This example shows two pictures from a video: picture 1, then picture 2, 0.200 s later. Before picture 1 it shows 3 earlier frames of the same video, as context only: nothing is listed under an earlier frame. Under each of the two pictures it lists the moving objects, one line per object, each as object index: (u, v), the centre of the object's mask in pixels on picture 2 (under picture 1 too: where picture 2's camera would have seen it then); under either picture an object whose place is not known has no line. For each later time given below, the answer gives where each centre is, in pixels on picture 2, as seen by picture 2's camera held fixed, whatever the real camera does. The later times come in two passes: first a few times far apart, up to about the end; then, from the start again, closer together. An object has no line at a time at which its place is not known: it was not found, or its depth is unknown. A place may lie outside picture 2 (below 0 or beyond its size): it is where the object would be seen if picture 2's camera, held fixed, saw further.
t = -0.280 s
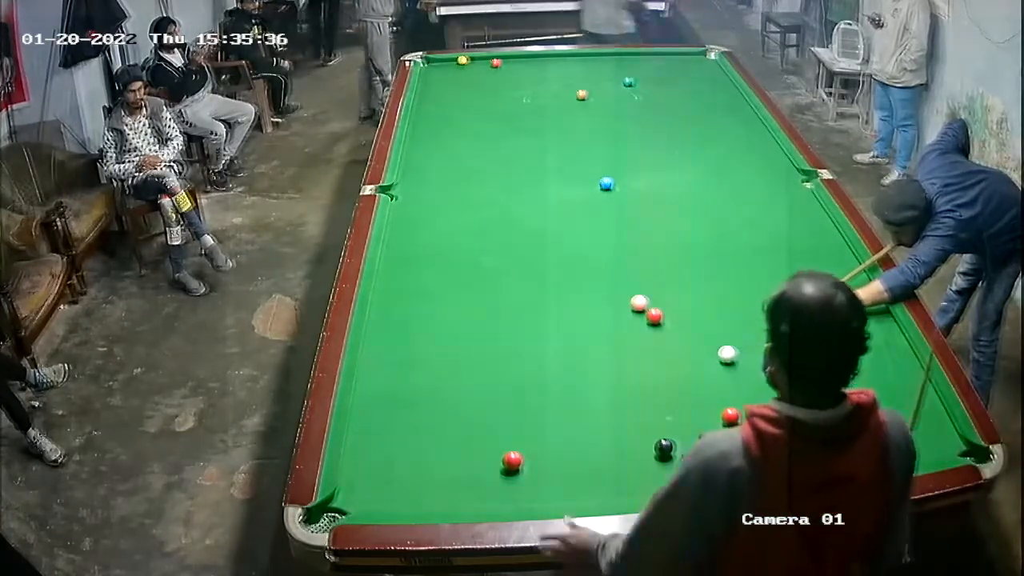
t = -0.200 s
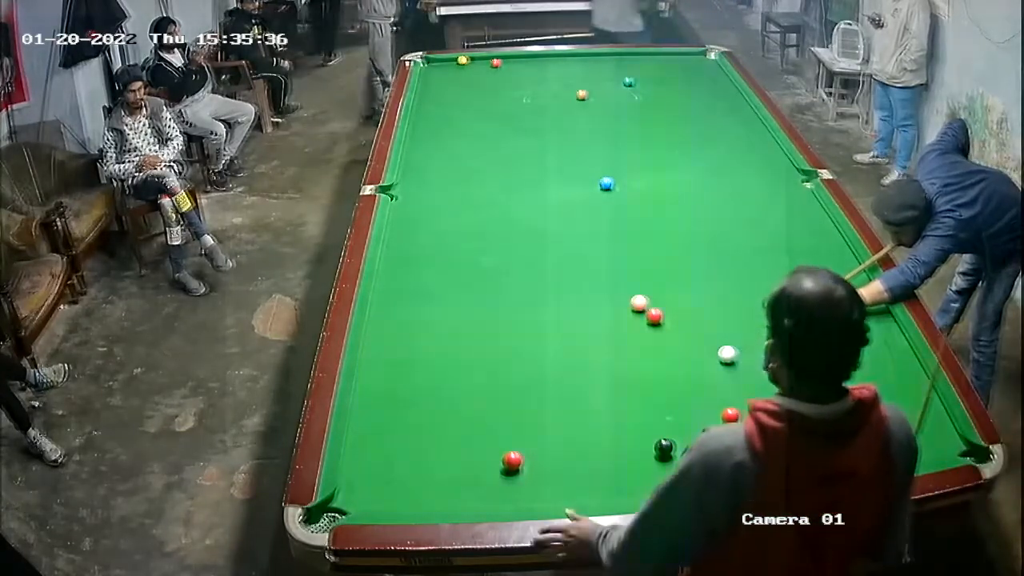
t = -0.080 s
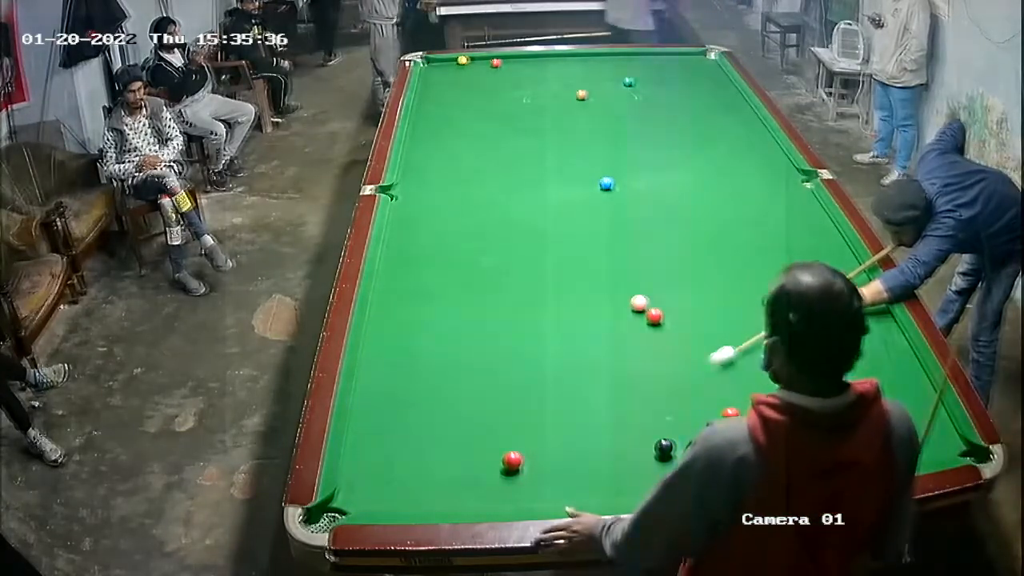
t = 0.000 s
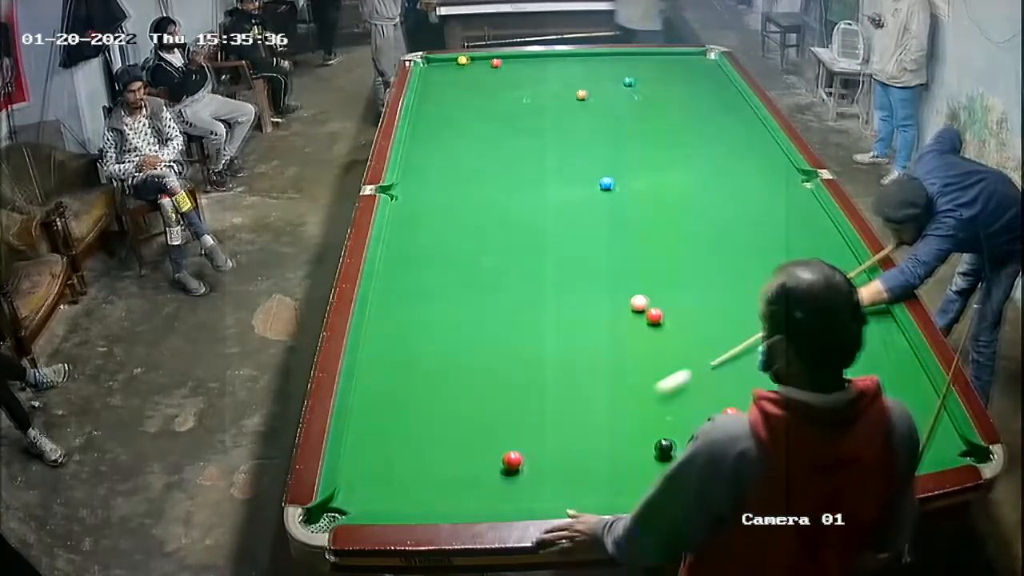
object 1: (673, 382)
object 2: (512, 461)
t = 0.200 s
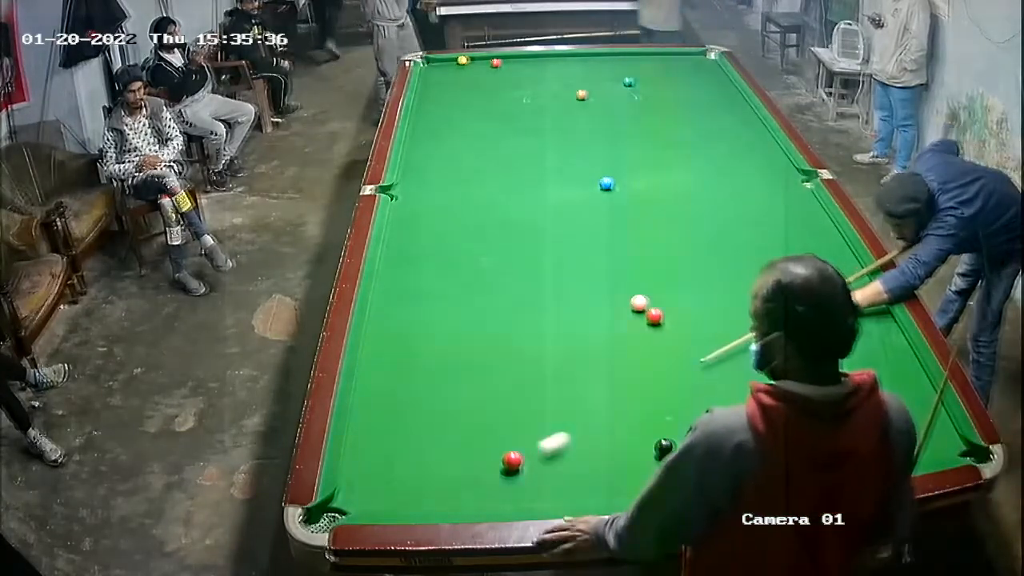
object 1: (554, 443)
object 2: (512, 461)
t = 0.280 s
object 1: (532, 459)
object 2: (496, 464)
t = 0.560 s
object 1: (511, 494)
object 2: (391, 492)
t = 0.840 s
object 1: (495, 484)
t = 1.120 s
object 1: (484, 465)
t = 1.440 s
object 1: (471, 447)
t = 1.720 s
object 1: (462, 434)
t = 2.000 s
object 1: (455, 425)
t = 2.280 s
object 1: (449, 417)
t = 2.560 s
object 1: (445, 412)
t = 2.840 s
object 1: (443, 409)
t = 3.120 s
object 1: (443, 409)
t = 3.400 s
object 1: (443, 409)
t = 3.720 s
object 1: (443, 409)
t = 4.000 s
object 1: (443, 409)
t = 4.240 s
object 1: (443, 409)
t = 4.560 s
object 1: (443, 409)
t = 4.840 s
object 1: (443, 409)
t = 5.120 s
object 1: (443, 409)
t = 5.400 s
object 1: (443, 409)
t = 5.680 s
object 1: (443, 408)
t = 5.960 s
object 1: (443, 409)
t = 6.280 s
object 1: (443, 408)
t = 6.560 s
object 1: (443, 409)
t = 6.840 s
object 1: (443, 409)
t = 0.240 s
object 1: (536, 453)
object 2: (512, 461)
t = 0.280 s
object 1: (532, 459)
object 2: (496, 464)
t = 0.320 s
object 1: (531, 464)
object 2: (478, 470)
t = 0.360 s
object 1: (528, 469)
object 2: (462, 474)
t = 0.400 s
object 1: (524, 474)
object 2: (448, 477)
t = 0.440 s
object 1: (521, 479)
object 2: (434, 481)
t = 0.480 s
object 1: (518, 484)
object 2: (420, 485)
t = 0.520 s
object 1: (514, 489)
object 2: (406, 488)
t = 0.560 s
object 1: (511, 494)
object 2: (391, 492)
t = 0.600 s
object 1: (508, 497)
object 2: (378, 494)
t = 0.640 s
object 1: (505, 498)
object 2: (364, 497)
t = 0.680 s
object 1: (503, 496)
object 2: (349, 501)
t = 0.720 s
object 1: (501, 493)
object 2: (335, 506)
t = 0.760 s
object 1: (498, 490)
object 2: (328, 514)
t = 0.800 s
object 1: (497, 487)
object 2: (325, 526)
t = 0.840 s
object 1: (495, 484)
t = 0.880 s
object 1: (493, 481)
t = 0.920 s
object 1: (492, 478)
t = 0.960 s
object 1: (490, 475)
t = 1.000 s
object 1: (488, 472)
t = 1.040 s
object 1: (487, 470)
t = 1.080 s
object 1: (485, 467)
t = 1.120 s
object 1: (484, 465)
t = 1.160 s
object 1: (482, 462)
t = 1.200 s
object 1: (480, 460)
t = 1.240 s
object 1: (479, 457)
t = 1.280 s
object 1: (477, 455)
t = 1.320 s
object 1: (476, 453)
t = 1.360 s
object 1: (474, 451)
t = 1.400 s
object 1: (473, 449)
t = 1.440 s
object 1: (471, 447)
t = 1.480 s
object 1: (470, 444)
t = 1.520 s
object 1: (468, 443)
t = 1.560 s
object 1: (467, 441)
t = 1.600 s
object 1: (466, 439)
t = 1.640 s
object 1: (464, 437)
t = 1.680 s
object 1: (463, 436)
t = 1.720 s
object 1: (462, 434)
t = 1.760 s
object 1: (461, 433)
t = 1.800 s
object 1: (460, 431)
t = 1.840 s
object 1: (459, 430)
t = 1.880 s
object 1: (458, 428)
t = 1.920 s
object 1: (457, 427)
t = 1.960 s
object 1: (455, 426)
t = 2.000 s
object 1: (455, 425)
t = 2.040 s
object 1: (454, 424)
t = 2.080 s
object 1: (453, 423)
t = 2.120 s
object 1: (452, 421)
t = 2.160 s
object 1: (451, 420)
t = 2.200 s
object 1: (450, 420)
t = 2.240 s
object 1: (450, 419)
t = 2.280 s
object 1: (449, 417)
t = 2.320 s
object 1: (448, 416)
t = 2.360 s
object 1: (447, 416)
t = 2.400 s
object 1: (447, 415)
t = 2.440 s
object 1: (446, 415)
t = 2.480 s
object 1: (446, 414)
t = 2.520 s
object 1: (445, 413)
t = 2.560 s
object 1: (445, 412)
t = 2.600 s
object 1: (445, 412)
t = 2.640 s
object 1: (445, 411)
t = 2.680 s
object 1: (444, 411)
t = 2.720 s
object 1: (444, 410)
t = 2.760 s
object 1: (443, 410)
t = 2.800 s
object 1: (443, 410)
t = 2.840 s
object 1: (443, 409)
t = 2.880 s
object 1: (443, 409)
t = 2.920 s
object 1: (443, 409)
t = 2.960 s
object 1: (443, 409)
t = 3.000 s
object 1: (443, 409)
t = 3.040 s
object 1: (443, 409)
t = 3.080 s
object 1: (443, 409)
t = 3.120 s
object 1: (443, 409)
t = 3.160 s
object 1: (443, 409)
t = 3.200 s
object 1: (443, 409)
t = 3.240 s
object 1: (443, 409)
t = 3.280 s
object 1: (443, 409)
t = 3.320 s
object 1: (443, 409)
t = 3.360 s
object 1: (443, 409)
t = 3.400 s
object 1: (443, 409)
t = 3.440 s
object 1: (443, 409)
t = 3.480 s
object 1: (443, 409)
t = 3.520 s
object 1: (443, 409)
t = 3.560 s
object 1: (443, 409)
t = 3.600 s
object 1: (443, 409)
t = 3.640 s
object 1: (443, 409)
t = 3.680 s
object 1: (443, 409)
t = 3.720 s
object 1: (443, 409)
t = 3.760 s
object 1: (443, 409)
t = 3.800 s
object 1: (443, 409)
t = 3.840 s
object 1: (443, 409)
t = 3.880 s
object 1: (443, 409)
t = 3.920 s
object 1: (444, 409)
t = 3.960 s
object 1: (443, 409)
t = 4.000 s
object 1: (443, 409)
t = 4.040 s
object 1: (443, 409)
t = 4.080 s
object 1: (443, 409)
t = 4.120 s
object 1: (444, 409)
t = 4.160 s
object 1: (444, 409)
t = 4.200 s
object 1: (443, 409)
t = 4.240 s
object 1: (443, 409)
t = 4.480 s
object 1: (445, 409)
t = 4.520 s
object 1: (443, 409)
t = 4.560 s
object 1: (443, 409)
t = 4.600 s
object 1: (443, 409)
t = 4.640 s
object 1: (443, 409)
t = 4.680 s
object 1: (443, 409)
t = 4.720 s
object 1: (443, 409)
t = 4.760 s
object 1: (443, 409)
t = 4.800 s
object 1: (443, 409)
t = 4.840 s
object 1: (443, 409)
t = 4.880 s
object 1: (443, 409)
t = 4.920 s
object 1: (443, 409)
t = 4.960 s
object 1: (443, 409)
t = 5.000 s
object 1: (443, 409)
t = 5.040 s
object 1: (443, 409)
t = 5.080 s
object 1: (443, 409)
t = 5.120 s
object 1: (443, 409)
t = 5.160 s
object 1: (443, 409)
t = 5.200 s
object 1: (443, 409)
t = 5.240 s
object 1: (443, 409)
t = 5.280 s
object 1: (443, 409)
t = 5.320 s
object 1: (443, 409)
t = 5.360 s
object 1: (443, 409)
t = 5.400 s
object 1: (443, 409)
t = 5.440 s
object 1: (443, 409)
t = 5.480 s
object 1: (443, 409)
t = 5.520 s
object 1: (443, 409)
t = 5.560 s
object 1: (443, 409)
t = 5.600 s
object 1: (443, 409)
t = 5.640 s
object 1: (443, 409)
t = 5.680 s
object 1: (443, 408)
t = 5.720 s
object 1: (443, 409)
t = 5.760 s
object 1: (443, 409)
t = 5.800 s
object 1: (443, 409)
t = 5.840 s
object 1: (443, 409)
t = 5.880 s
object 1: (443, 408)
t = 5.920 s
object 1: (443, 408)
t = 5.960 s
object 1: (443, 409)
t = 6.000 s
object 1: (443, 409)
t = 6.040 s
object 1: (443, 408)
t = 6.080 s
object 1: (443, 408)
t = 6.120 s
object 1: (443, 408)
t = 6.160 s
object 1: (443, 409)
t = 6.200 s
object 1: (443, 408)
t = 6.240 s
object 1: (443, 408)
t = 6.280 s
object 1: (443, 408)
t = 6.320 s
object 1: (443, 409)
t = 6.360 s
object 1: (443, 408)
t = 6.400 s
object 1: (443, 409)
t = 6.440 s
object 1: (443, 409)
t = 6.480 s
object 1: (443, 408)
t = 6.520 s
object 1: (443, 409)
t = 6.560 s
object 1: (443, 409)
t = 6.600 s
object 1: (443, 409)
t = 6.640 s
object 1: (443, 409)
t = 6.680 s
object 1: (443, 409)
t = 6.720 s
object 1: (443, 409)
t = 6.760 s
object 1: (443, 409)
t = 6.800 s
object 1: (443, 409)
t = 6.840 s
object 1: (443, 409)
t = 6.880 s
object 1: (443, 409)
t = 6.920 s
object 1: (443, 408)
